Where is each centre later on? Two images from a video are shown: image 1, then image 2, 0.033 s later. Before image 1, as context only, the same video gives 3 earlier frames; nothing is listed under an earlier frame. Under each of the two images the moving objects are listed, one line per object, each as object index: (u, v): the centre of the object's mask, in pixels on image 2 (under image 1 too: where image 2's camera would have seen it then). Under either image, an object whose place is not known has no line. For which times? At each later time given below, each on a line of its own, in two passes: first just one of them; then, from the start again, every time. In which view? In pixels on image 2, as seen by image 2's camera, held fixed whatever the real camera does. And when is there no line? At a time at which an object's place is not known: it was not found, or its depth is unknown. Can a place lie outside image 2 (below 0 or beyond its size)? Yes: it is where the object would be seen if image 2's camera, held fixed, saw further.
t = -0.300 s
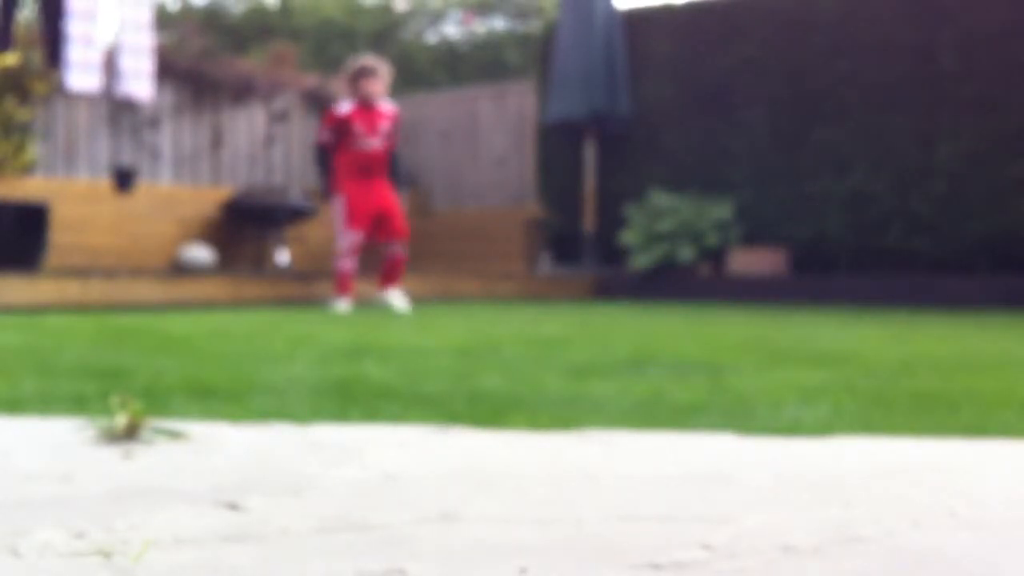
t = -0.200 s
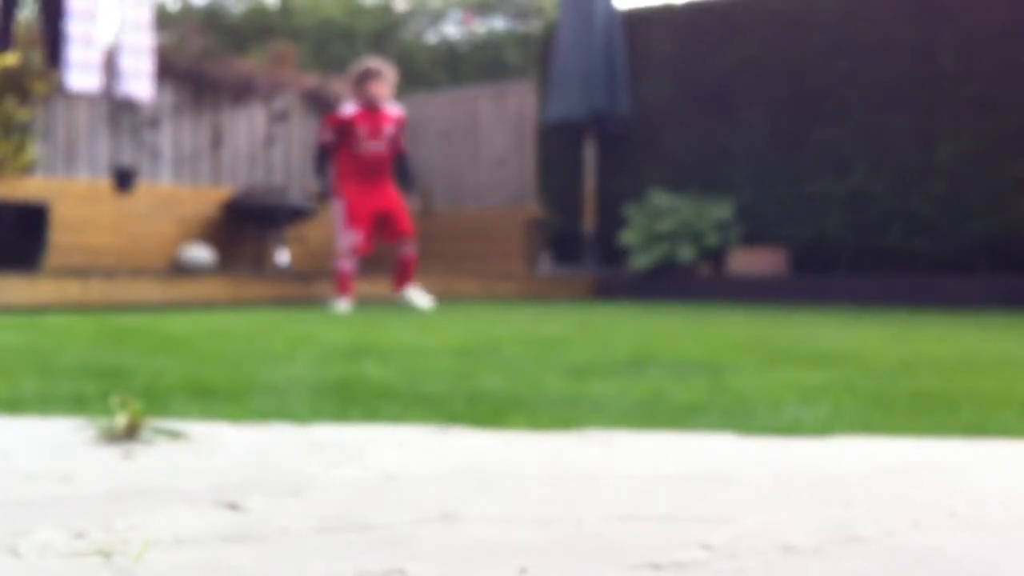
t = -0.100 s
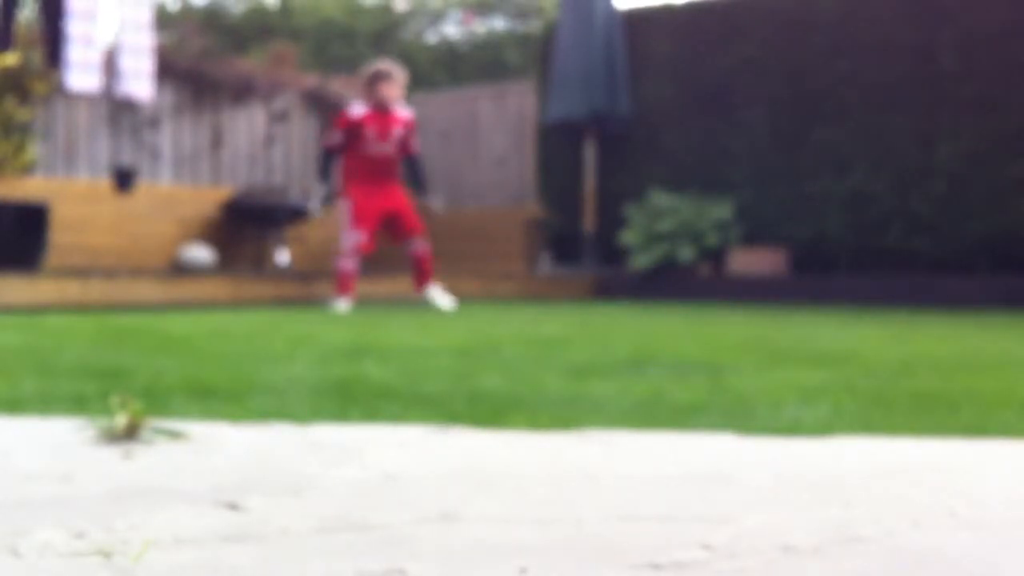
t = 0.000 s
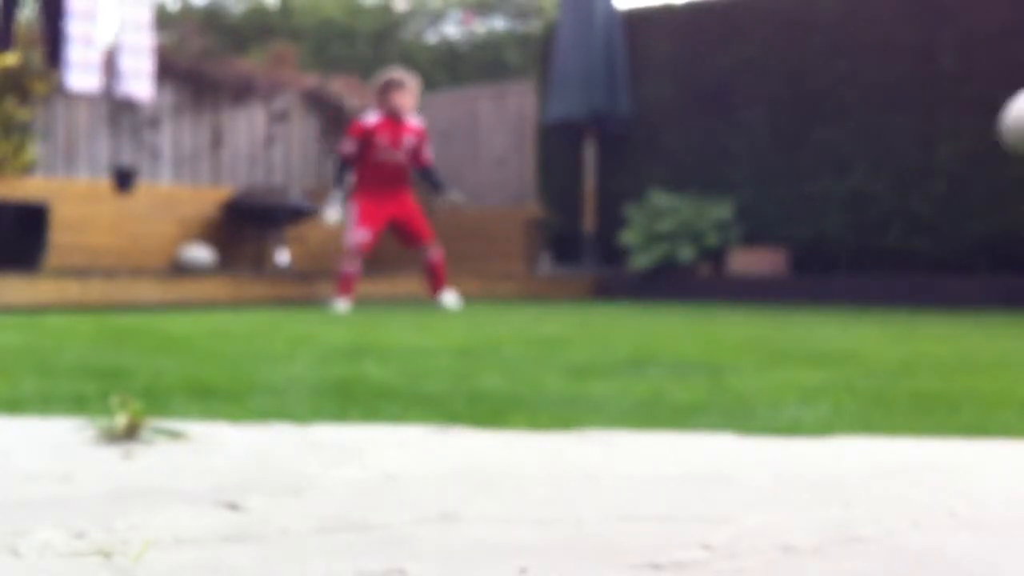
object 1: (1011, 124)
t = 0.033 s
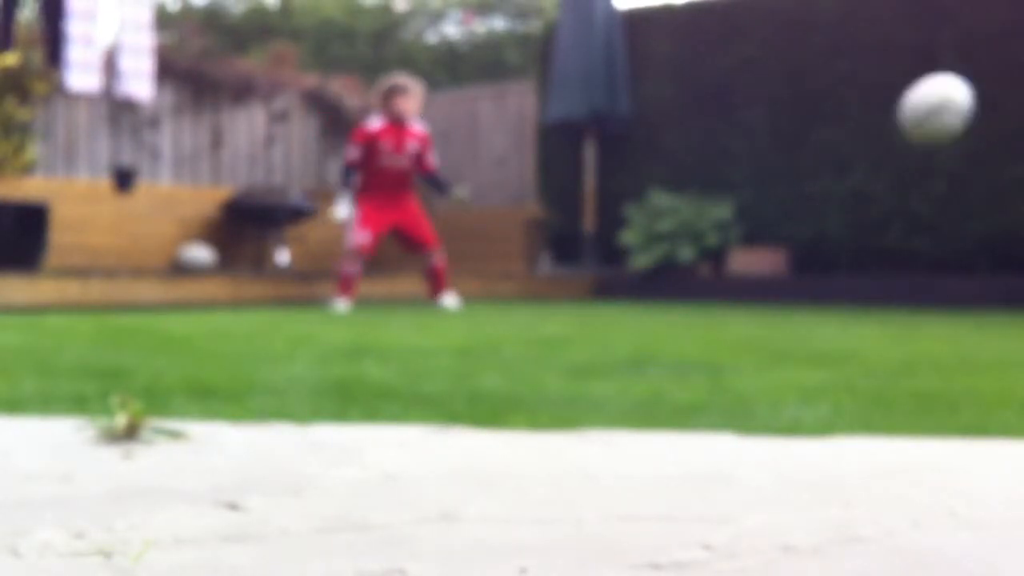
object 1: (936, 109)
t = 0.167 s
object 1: (596, 98)
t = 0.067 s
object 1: (840, 101)
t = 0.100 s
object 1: (752, 97)
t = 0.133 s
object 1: (671, 96)
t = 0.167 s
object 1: (596, 98)
